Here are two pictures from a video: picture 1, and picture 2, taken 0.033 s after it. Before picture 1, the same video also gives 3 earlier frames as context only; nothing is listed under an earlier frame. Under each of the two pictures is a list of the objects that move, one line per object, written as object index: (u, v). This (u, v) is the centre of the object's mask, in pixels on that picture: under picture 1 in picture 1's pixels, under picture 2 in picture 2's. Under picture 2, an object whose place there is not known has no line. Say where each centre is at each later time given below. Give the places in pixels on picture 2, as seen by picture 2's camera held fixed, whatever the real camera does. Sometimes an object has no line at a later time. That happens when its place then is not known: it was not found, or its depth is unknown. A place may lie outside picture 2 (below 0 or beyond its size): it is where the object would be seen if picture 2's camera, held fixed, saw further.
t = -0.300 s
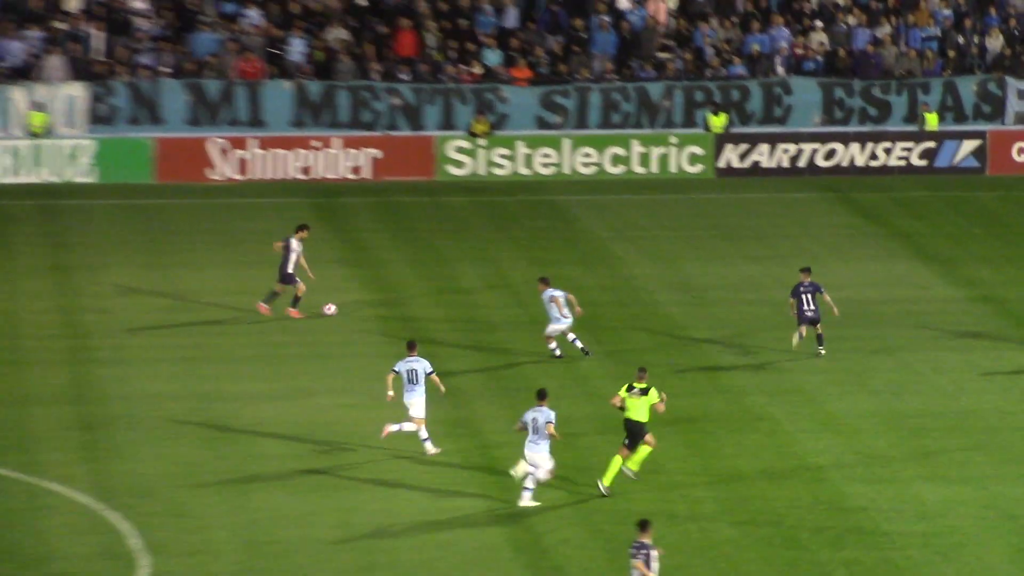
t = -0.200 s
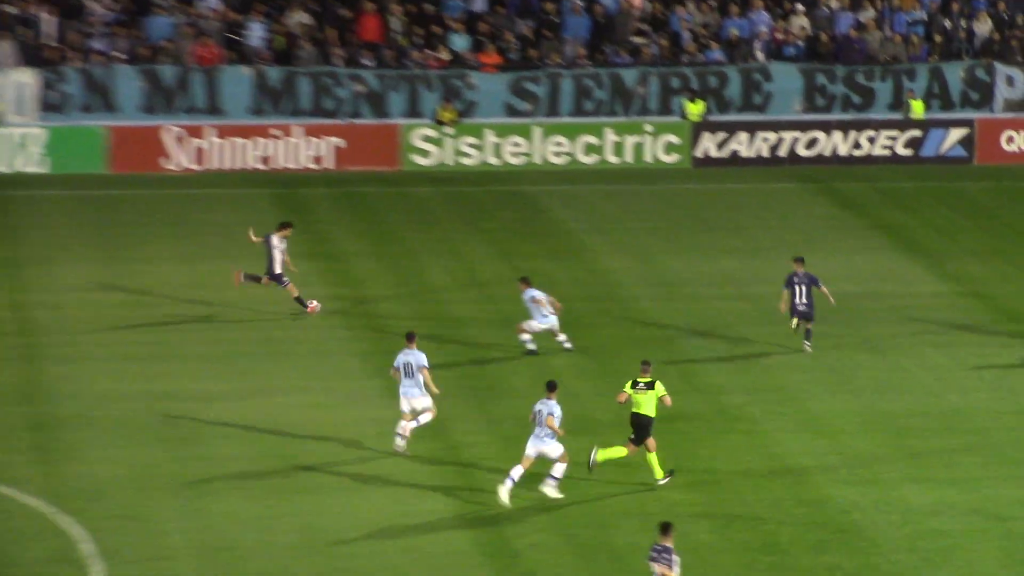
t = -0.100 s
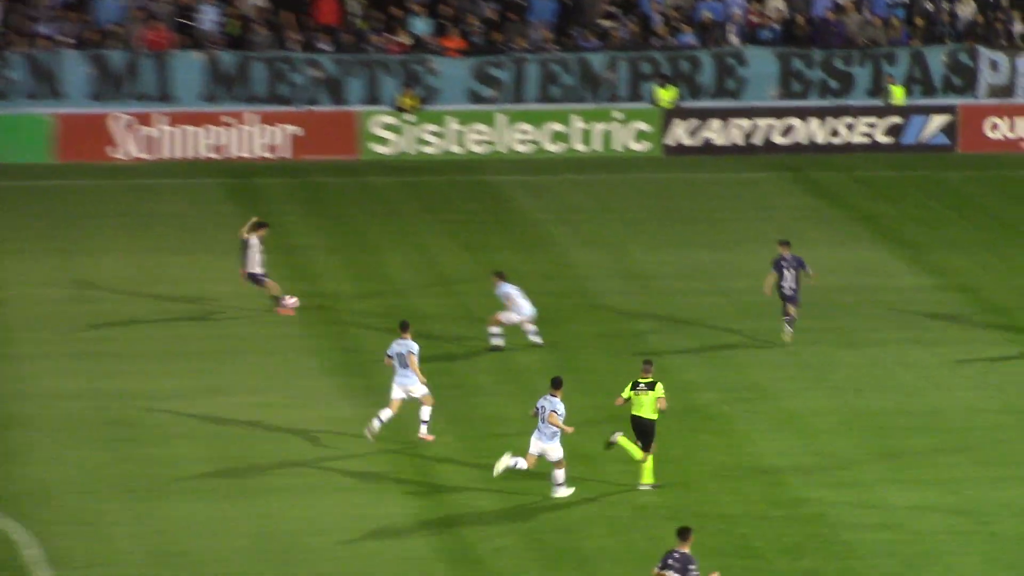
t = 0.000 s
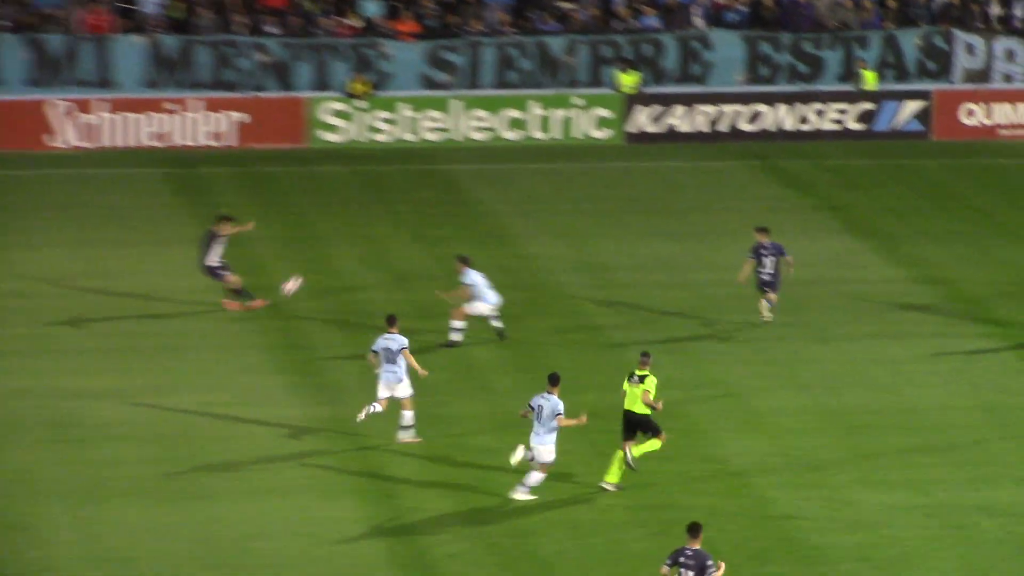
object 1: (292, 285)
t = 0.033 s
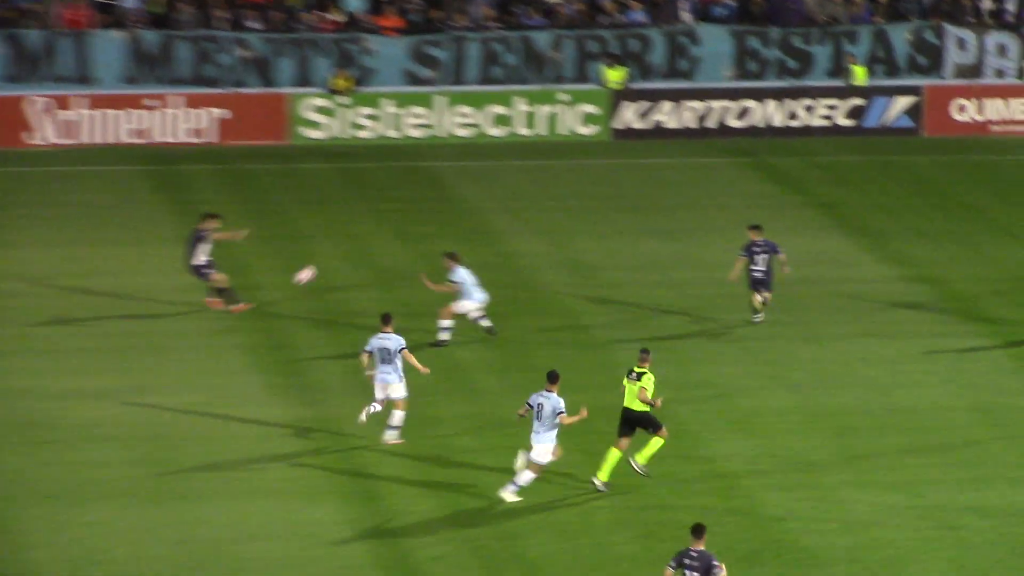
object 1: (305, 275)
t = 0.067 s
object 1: (337, 265)
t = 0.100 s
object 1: (369, 256)
